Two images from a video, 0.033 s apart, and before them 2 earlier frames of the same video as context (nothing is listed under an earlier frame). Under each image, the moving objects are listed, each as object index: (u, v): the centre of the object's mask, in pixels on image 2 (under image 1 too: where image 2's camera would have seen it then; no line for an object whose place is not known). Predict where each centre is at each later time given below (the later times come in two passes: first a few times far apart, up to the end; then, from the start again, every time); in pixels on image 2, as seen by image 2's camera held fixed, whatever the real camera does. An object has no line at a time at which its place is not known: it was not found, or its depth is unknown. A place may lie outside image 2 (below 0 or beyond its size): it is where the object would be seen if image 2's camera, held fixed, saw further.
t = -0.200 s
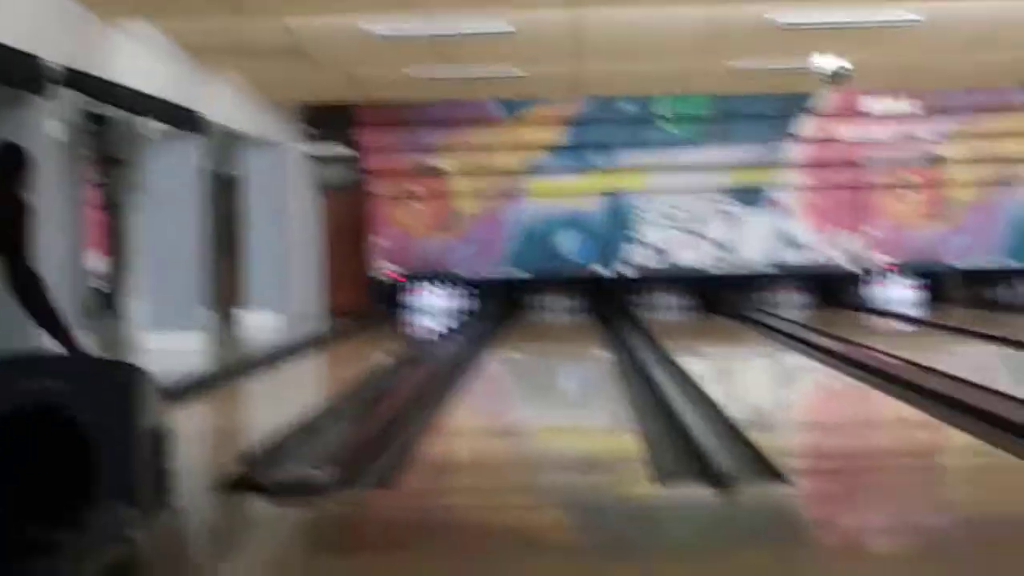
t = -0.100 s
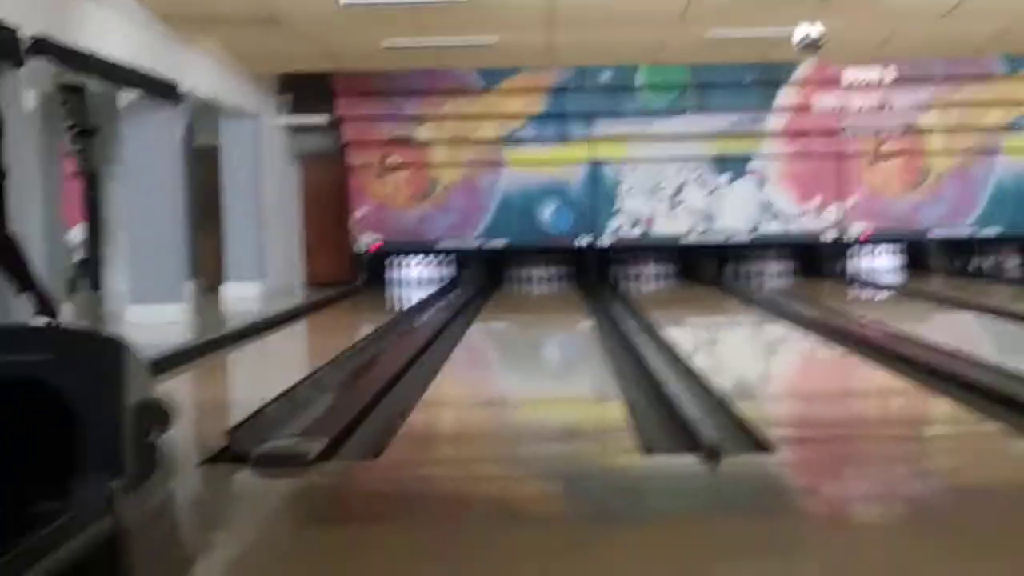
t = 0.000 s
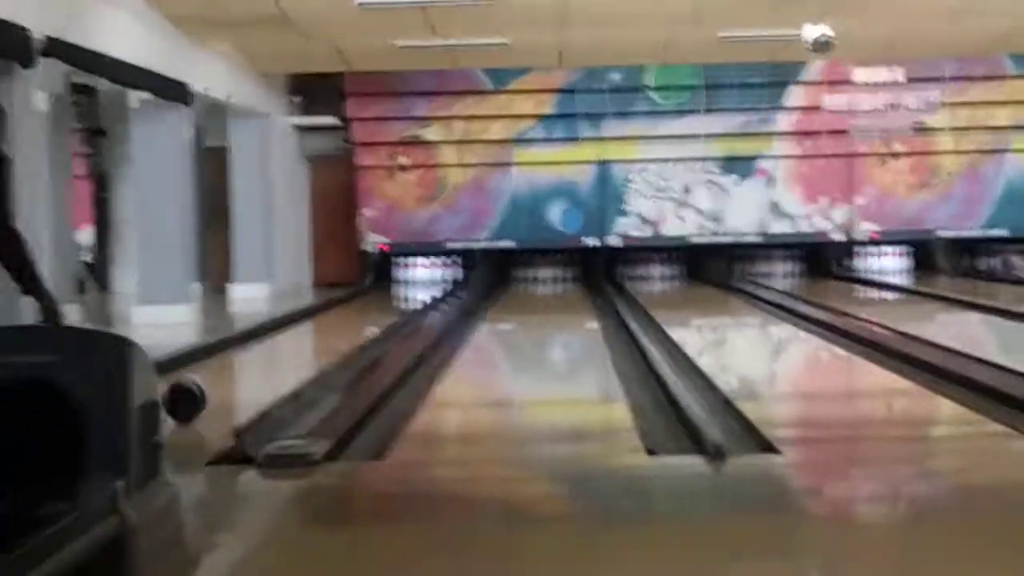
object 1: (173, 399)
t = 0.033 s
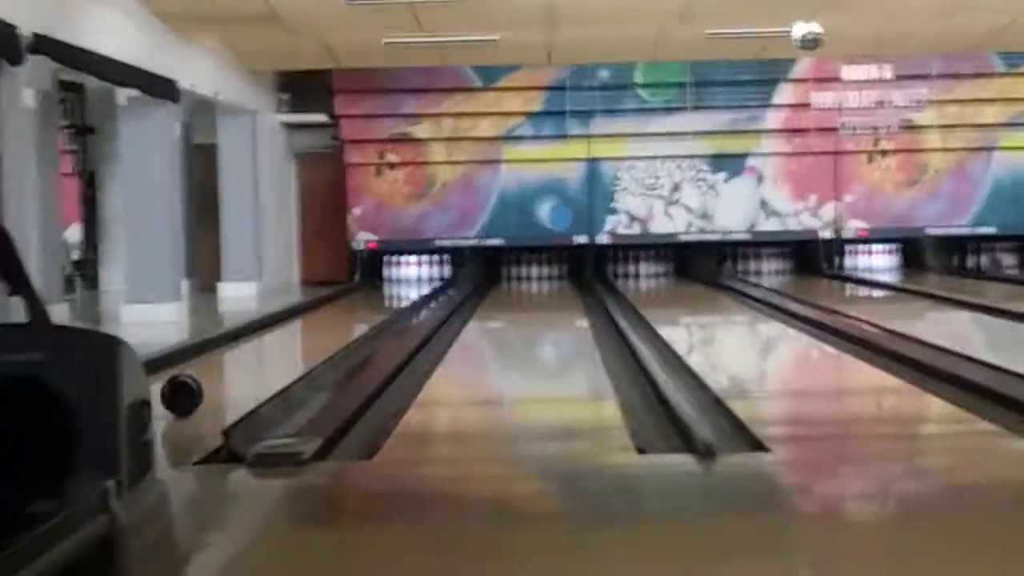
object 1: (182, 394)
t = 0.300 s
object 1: (235, 363)
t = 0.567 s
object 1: (275, 343)
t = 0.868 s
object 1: (307, 326)
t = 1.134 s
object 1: (331, 312)
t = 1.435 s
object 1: (349, 304)
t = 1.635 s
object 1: (359, 299)
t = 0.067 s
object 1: (190, 389)
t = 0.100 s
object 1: (198, 385)
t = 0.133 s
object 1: (206, 382)
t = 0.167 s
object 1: (212, 378)
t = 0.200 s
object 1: (218, 374)
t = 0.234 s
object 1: (223, 371)
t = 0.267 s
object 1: (229, 368)
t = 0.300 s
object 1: (235, 363)
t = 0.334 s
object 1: (240, 361)
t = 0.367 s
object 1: (246, 358)
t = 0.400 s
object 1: (251, 355)
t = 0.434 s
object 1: (256, 353)
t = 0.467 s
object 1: (261, 350)
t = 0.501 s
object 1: (265, 348)
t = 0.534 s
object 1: (270, 345)
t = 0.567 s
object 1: (275, 343)
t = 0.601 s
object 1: (278, 342)
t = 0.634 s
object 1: (282, 339)
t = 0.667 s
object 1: (286, 338)
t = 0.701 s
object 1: (290, 335)
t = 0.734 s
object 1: (293, 332)
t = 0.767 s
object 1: (297, 332)
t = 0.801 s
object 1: (300, 329)
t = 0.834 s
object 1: (303, 327)
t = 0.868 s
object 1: (307, 326)
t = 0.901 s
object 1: (310, 325)
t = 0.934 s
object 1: (313, 323)
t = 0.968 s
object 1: (316, 321)
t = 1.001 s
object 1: (318, 320)
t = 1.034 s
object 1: (321, 318)
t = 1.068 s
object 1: (323, 317)
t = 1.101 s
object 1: (326, 316)
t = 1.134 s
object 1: (331, 312)
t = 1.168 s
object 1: (331, 313)
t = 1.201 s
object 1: (335, 313)
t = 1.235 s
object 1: (337, 312)
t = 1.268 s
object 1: (338, 310)
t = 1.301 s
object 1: (341, 308)
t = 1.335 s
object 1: (343, 306)
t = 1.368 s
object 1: (344, 307)
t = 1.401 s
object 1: (347, 305)
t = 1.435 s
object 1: (349, 304)
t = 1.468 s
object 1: (350, 302)
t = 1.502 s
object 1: (352, 302)
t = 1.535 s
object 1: (354, 301)
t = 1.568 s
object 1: (355, 300)
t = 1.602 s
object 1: (357, 300)
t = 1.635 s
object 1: (359, 299)
